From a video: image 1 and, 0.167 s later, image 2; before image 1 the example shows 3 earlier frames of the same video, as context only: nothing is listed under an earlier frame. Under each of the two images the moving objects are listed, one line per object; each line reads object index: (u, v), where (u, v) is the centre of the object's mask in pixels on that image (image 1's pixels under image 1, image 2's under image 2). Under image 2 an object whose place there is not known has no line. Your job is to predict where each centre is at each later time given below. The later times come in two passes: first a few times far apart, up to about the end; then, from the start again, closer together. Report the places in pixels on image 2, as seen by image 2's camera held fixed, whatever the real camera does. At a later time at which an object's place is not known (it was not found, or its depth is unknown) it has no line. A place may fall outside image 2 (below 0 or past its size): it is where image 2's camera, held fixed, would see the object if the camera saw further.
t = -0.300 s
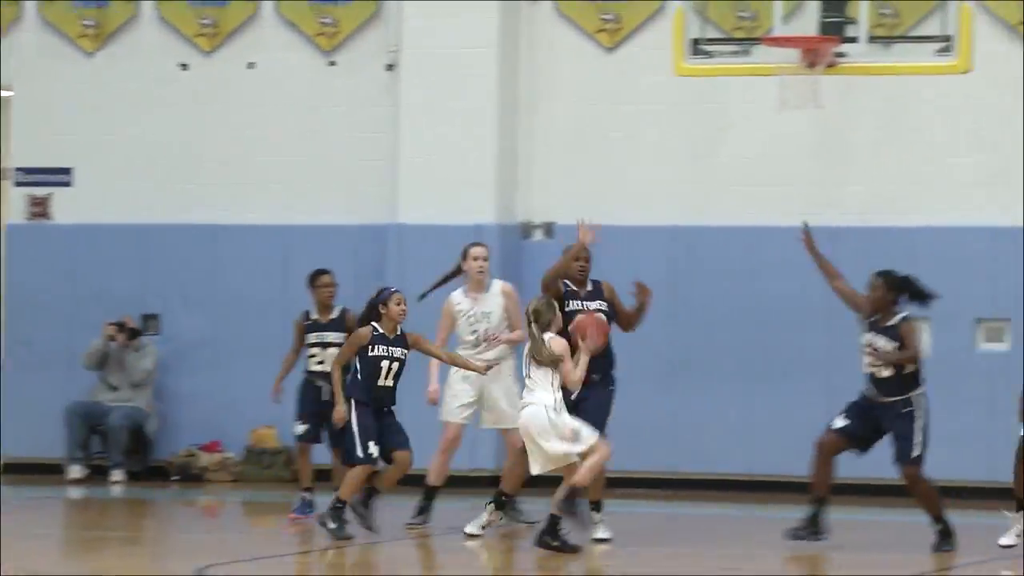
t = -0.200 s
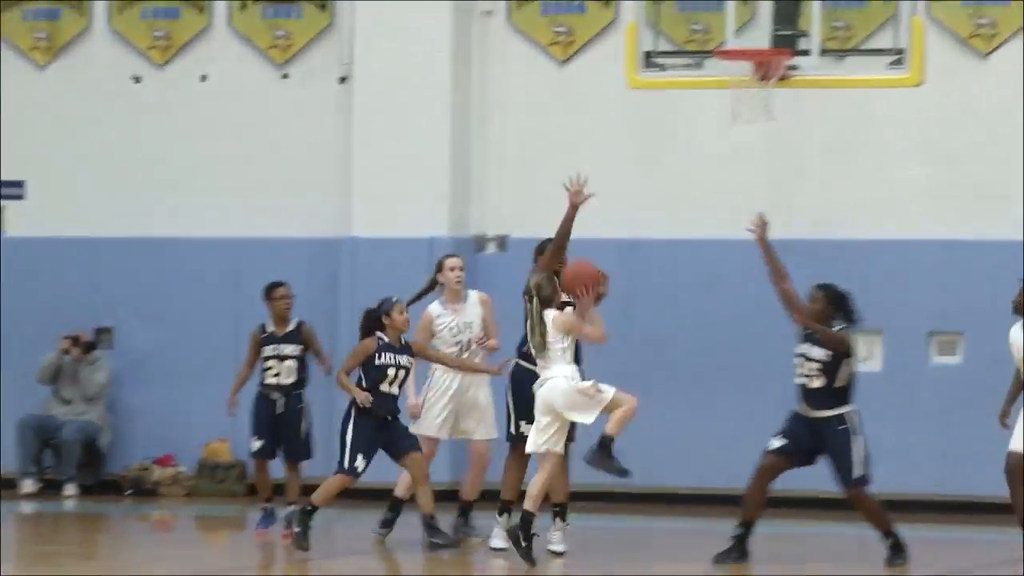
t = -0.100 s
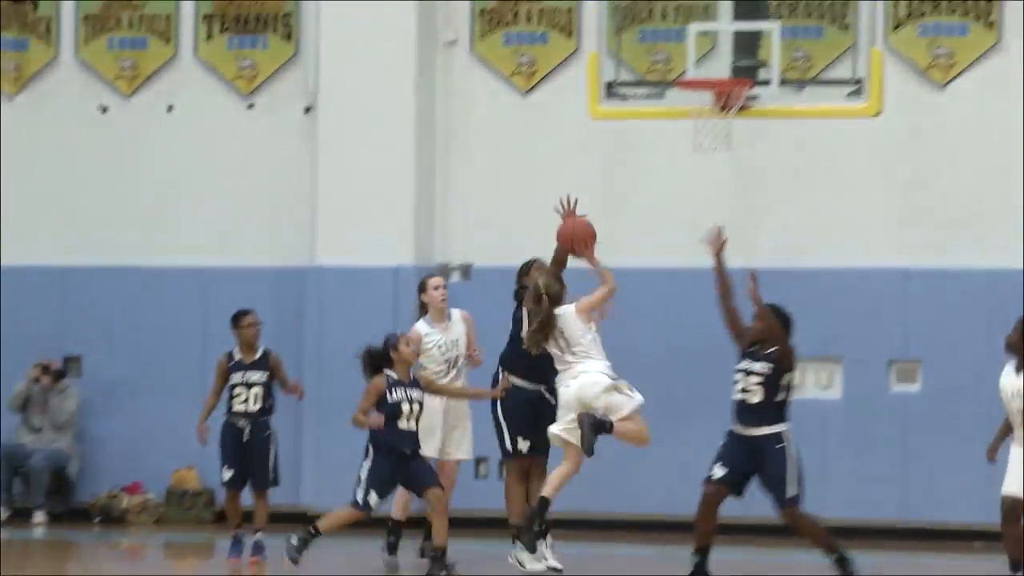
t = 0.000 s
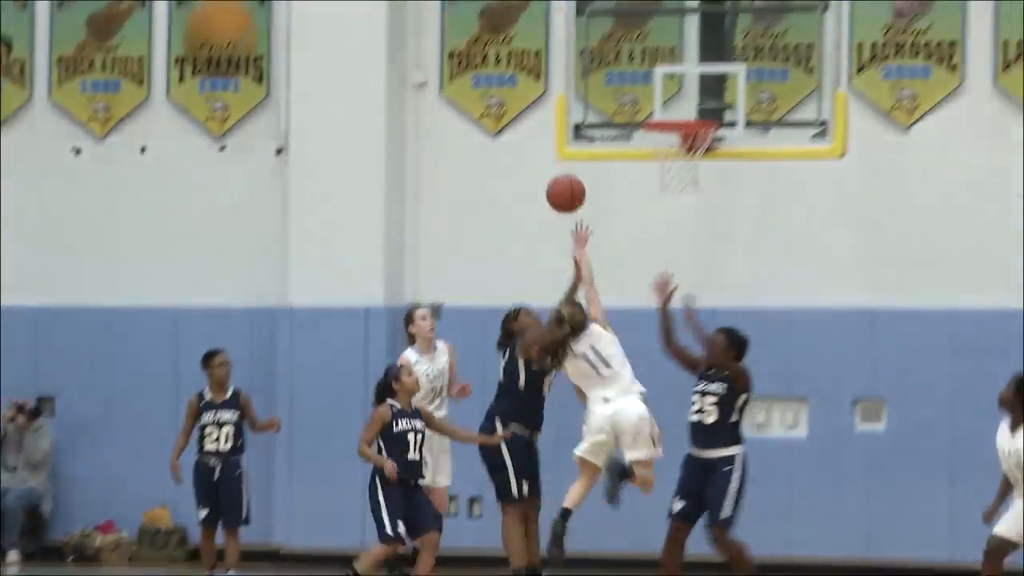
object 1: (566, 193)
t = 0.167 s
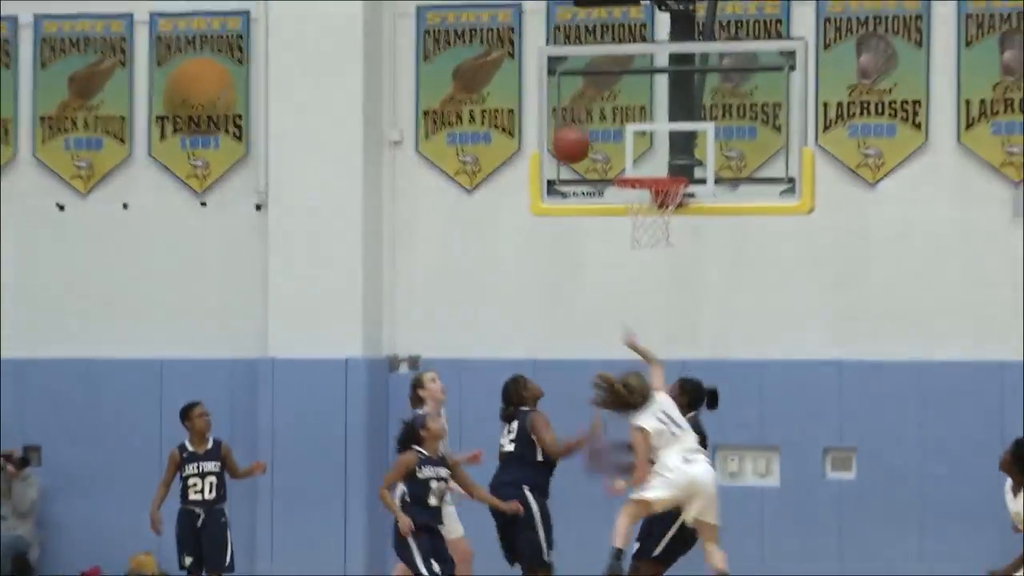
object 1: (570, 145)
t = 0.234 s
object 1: (583, 118)
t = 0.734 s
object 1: (666, 131)
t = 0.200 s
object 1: (577, 130)
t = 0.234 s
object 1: (583, 118)
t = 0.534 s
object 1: (634, 80)
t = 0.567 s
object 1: (639, 84)
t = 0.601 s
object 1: (645, 90)
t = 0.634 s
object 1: (650, 97)
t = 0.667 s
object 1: (655, 107)
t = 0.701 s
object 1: (661, 118)
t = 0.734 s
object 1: (666, 131)
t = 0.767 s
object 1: (670, 145)
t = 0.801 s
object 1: (676, 162)
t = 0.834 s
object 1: (677, 159)
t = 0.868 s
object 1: (677, 153)
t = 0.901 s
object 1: (677, 150)
